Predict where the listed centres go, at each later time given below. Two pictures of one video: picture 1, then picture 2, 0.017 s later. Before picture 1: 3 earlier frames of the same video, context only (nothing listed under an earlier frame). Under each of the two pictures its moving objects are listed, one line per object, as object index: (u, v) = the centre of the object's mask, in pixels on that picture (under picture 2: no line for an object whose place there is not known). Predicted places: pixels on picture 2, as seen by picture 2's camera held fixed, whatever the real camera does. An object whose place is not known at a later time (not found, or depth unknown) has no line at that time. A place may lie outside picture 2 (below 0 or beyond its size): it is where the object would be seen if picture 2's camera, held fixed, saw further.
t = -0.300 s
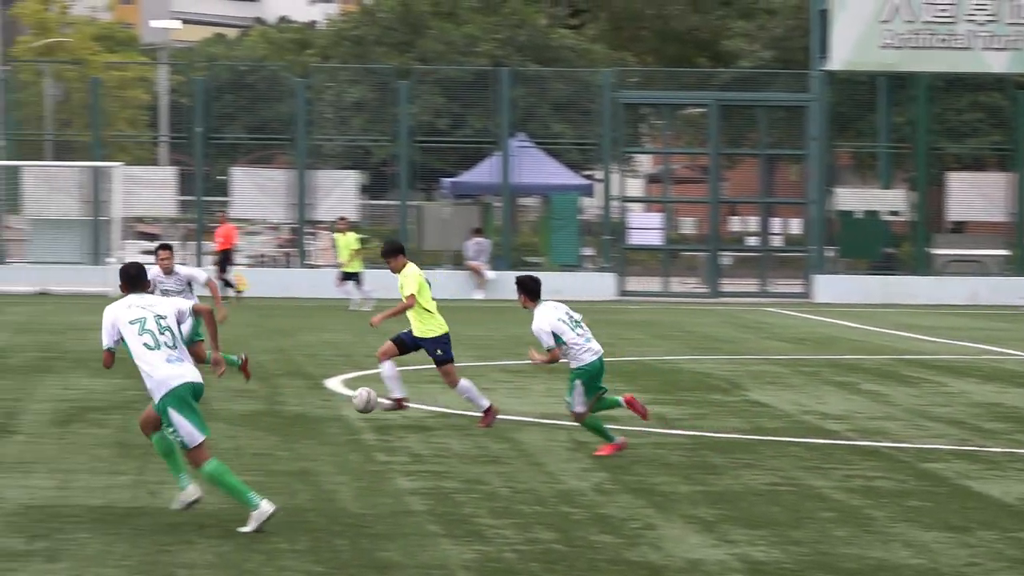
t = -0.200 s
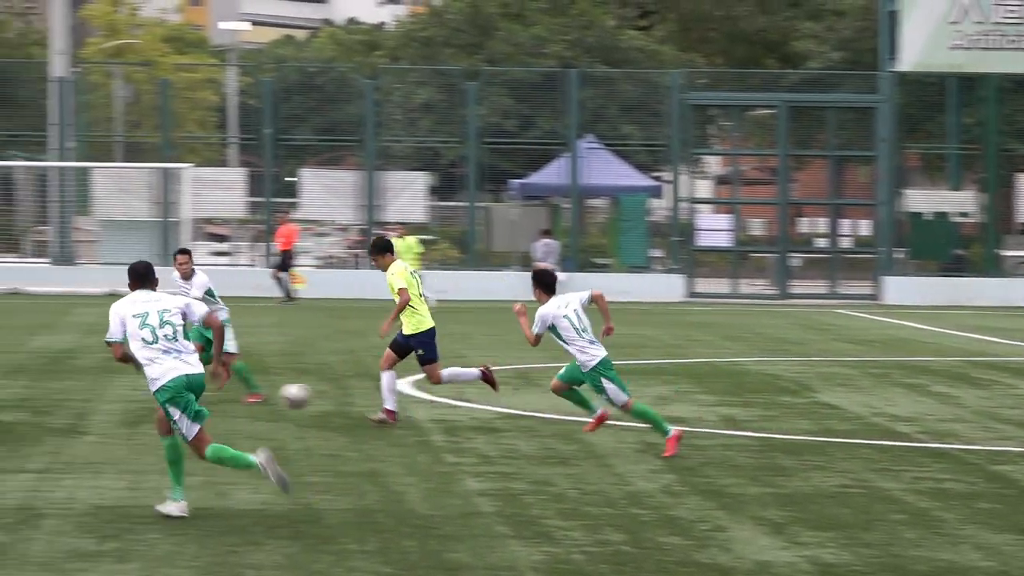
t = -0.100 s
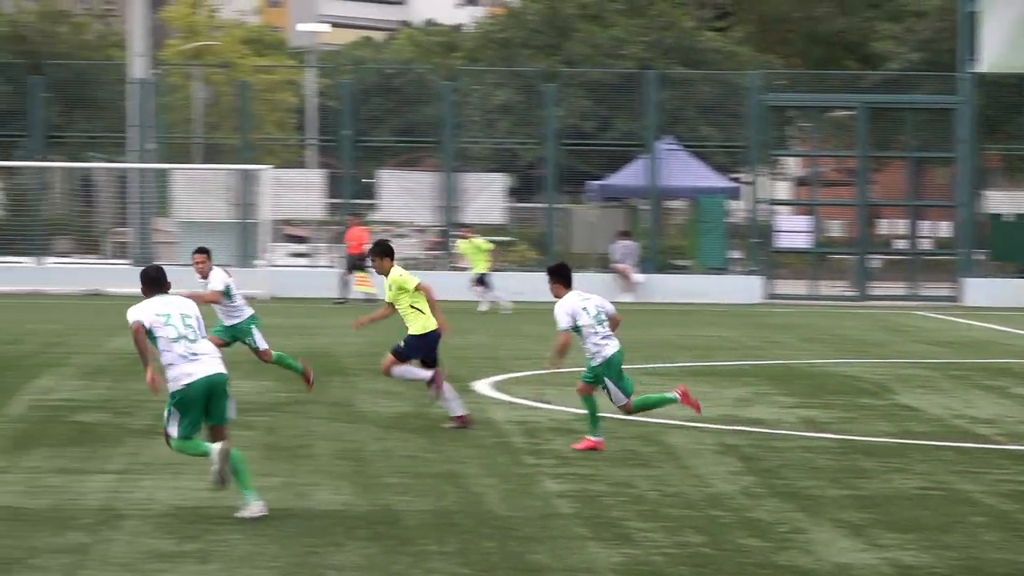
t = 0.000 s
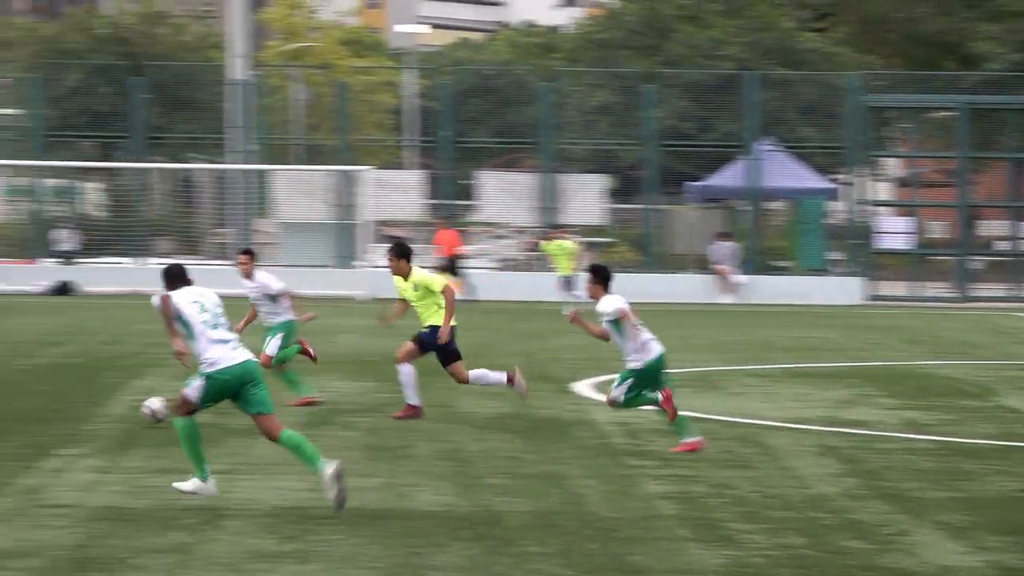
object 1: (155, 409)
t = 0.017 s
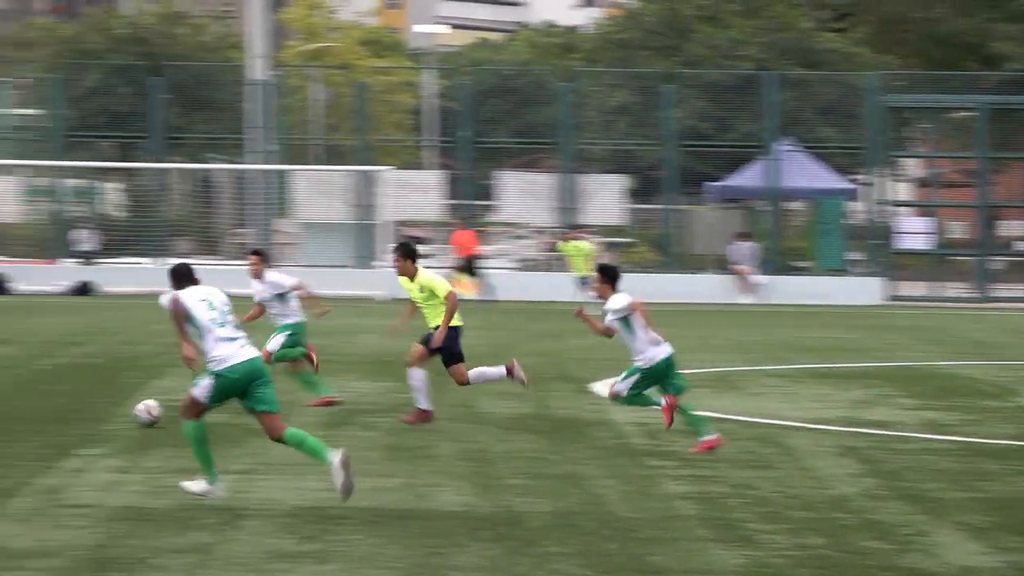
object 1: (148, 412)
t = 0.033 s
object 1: (121, 414)
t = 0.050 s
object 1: (97, 413)
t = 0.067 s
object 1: (73, 411)
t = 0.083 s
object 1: (49, 409)
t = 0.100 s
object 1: (25, 408)
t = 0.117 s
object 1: (0, 407)
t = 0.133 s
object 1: (-25, 406)
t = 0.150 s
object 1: (-49, 405)
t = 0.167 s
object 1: (-75, 406)
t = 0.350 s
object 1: (-347, 405)
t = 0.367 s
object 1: (-371, 405)
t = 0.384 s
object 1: (-397, 406)
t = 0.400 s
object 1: (-423, 406)
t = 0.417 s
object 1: (-450, 407)
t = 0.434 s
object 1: (-477, 409)
